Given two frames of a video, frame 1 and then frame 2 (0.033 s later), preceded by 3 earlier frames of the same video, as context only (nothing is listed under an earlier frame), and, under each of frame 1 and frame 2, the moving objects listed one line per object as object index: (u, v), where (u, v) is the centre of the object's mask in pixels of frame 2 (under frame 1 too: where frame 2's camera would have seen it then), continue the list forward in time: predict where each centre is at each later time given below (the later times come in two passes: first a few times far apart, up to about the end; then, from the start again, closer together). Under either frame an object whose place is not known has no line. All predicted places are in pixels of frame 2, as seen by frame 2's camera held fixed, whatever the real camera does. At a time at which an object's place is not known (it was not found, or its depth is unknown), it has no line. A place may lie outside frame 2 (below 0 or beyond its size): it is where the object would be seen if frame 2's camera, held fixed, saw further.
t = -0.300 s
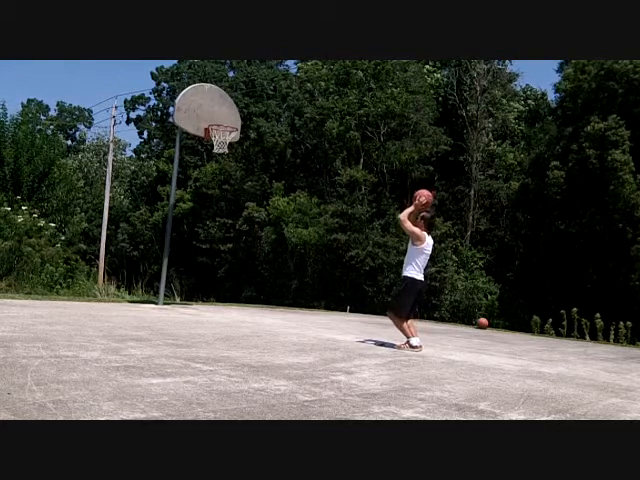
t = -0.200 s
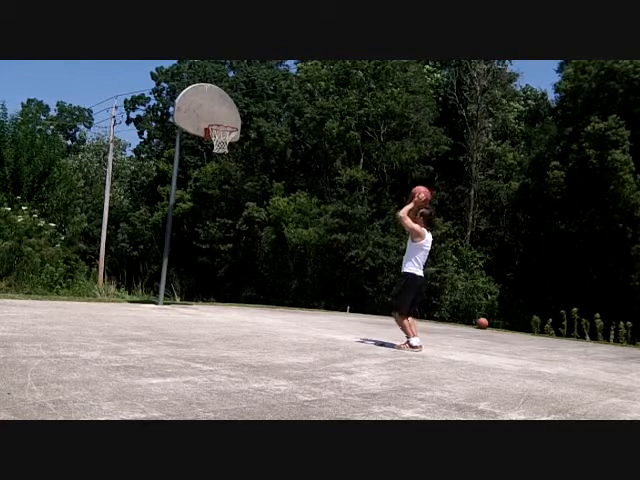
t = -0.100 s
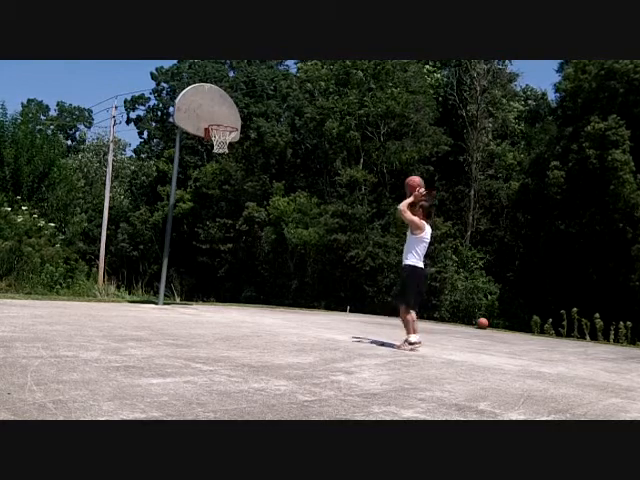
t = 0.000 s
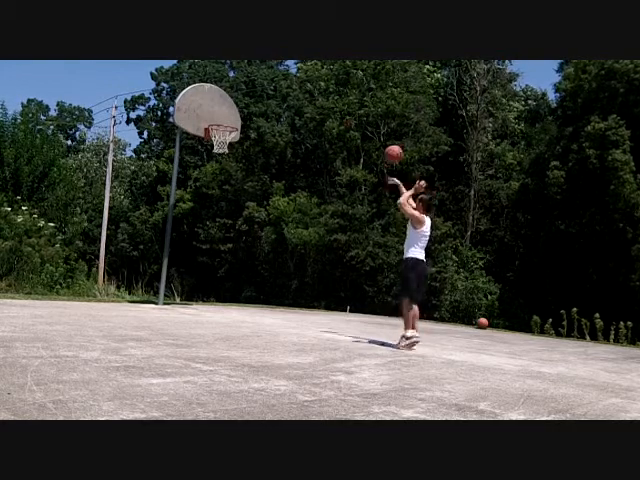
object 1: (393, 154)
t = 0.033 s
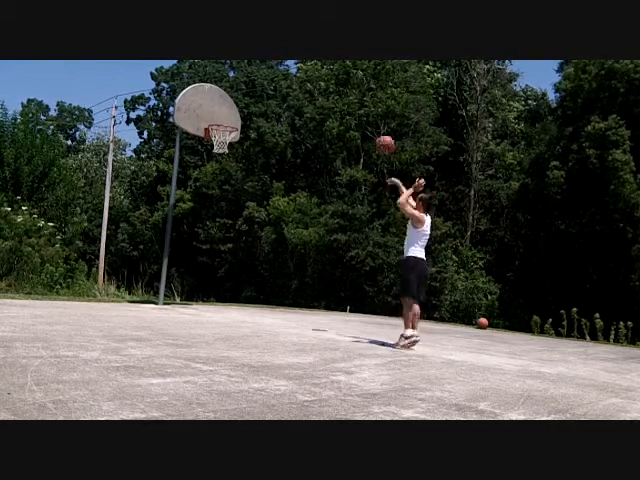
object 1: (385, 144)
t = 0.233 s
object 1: (336, 105)
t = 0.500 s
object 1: (280, 103)
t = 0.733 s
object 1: (240, 132)
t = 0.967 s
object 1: (260, 178)
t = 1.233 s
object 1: (292, 278)
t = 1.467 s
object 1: (328, 264)
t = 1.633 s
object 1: (356, 218)
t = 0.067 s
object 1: (376, 135)
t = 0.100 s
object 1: (368, 127)
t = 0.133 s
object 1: (359, 121)
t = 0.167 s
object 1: (352, 114)
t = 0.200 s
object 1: (344, 110)
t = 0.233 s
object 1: (336, 105)
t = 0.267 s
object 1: (328, 103)
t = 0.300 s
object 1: (323, 100)
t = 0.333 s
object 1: (315, 98)
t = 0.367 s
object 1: (309, 97)
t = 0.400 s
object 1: (302, 97)
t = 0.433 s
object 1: (295, 97)
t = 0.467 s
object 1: (287, 99)
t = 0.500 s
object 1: (280, 103)
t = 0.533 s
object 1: (274, 104)
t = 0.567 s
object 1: (268, 106)
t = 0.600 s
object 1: (262, 110)
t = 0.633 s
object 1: (255, 114)
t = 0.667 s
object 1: (249, 120)
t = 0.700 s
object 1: (245, 124)
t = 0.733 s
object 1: (240, 132)
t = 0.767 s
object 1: (236, 140)
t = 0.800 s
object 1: (238, 142)
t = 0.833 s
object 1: (243, 148)
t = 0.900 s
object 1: (251, 161)
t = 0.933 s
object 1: (255, 169)
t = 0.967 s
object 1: (260, 178)
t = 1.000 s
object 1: (264, 188)
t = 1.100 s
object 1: (277, 221)
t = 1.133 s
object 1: (280, 233)
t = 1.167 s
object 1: (284, 248)
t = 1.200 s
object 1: (288, 262)
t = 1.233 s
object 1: (292, 278)
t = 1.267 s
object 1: (296, 294)
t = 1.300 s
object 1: (300, 312)
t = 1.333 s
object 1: (305, 311)
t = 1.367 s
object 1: (311, 299)
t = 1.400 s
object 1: (316, 286)
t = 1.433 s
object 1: (322, 275)
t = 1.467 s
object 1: (328, 264)
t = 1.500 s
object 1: (333, 254)
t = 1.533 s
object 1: (339, 244)
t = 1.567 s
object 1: (344, 235)
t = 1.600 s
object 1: (350, 226)
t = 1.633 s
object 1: (356, 218)
